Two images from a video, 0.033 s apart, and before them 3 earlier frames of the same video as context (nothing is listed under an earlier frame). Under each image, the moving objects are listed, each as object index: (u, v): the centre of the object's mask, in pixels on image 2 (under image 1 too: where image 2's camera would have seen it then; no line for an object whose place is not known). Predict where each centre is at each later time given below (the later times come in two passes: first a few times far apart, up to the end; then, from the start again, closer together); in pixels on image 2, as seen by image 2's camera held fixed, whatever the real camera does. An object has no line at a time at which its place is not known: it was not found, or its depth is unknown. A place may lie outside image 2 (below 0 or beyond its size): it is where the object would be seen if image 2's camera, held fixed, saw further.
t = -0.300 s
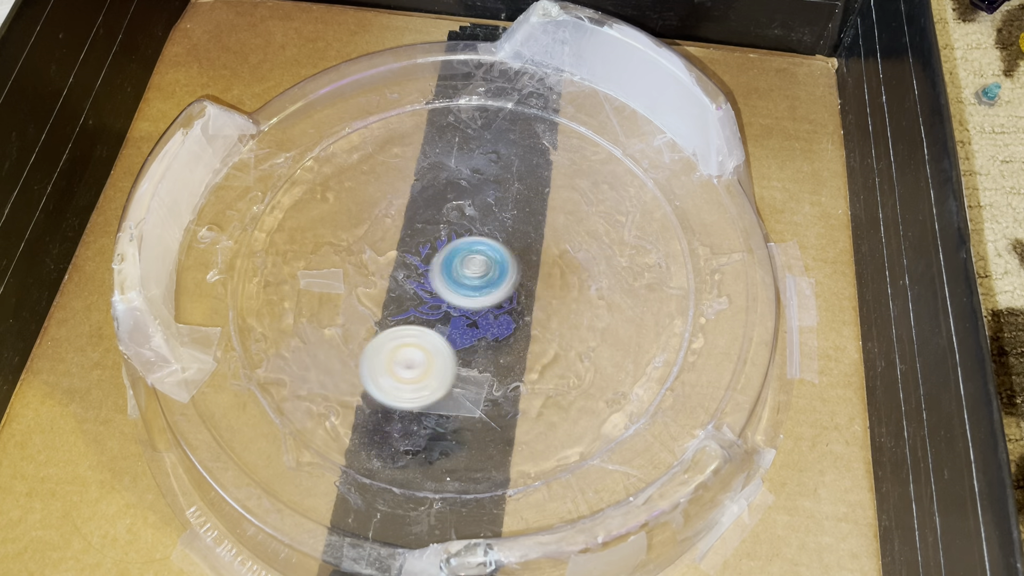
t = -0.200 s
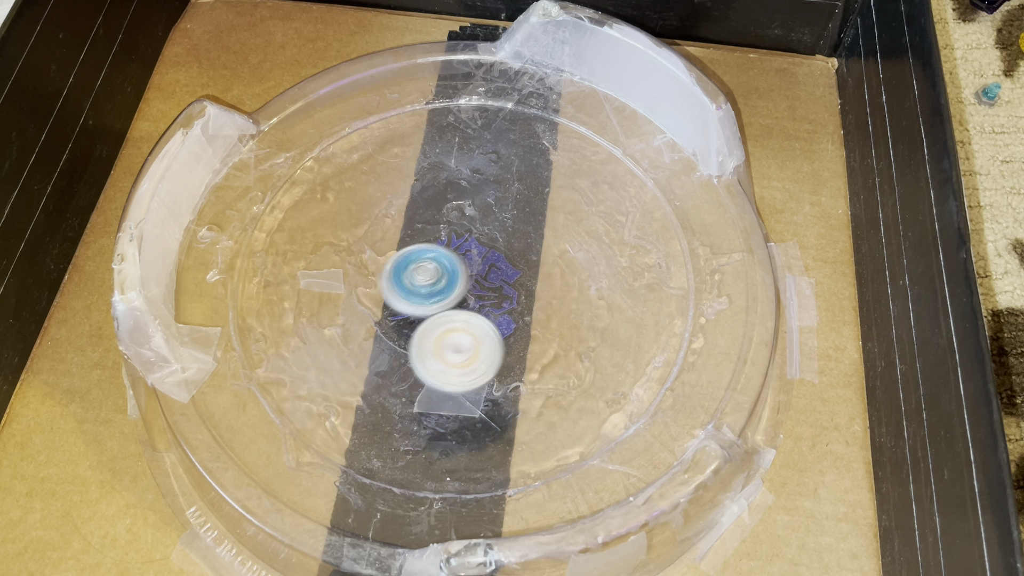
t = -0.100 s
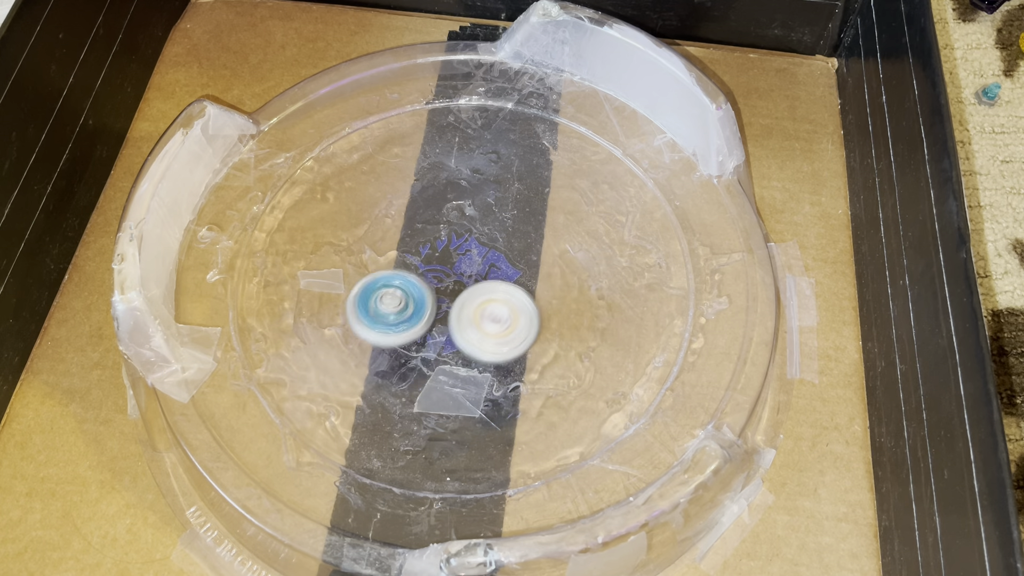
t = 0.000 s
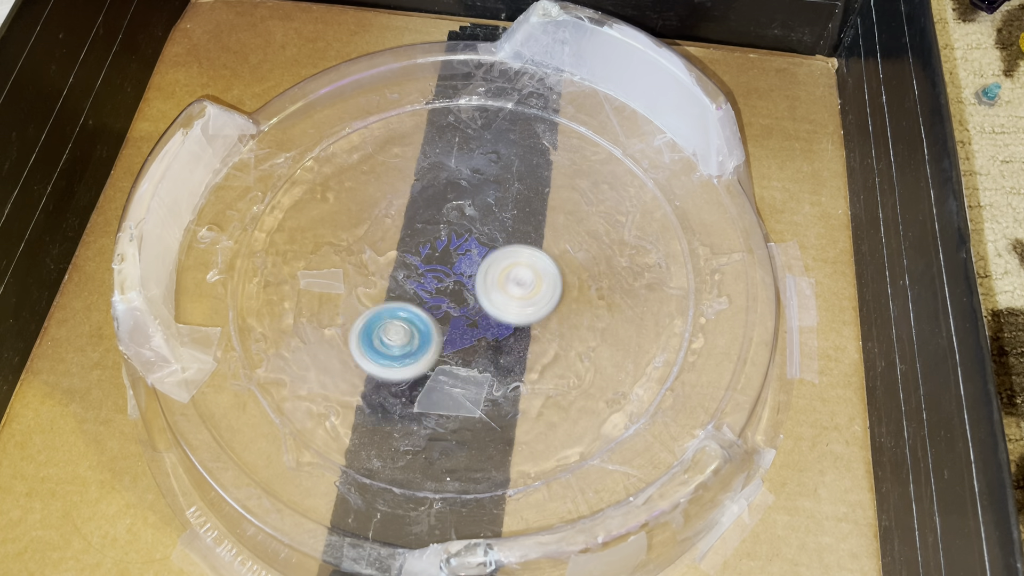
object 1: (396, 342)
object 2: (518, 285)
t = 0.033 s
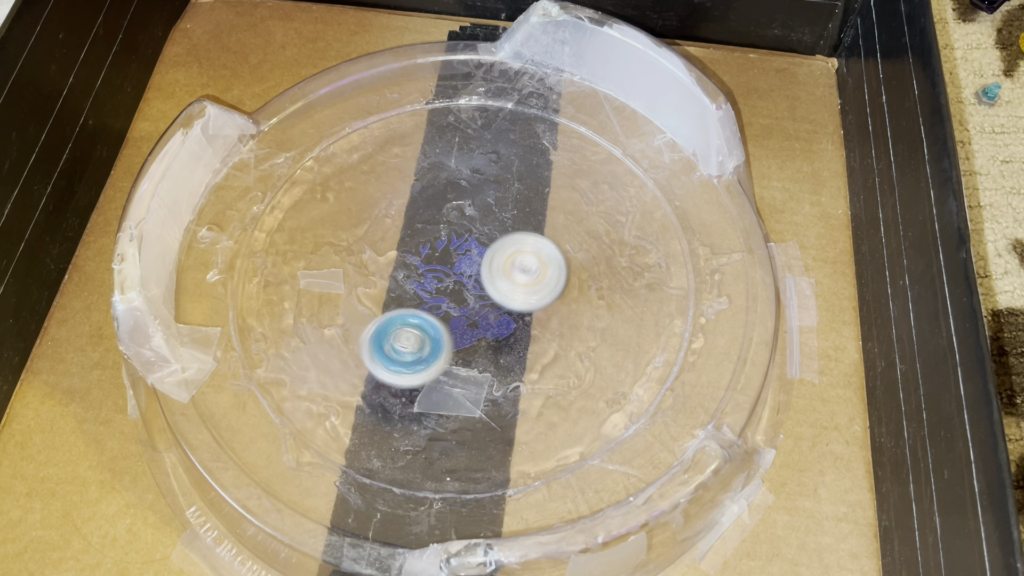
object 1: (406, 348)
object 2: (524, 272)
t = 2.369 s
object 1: (460, 173)
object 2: (554, 360)
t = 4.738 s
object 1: (378, 304)
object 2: (543, 334)
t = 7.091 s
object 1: (542, 238)
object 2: (461, 366)
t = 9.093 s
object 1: (474, 294)
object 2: (497, 364)
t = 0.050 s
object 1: (414, 350)
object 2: (526, 265)
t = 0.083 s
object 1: (428, 350)
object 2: (529, 252)
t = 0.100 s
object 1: (436, 348)
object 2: (529, 246)
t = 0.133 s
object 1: (450, 340)
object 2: (530, 233)
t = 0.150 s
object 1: (457, 335)
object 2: (530, 227)
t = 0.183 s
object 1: (467, 323)
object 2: (529, 215)
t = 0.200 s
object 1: (470, 316)
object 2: (528, 209)
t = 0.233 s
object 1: (474, 302)
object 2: (525, 198)
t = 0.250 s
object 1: (475, 294)
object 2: (523, 193)
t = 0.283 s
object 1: (475, 280)
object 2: (518, 183)
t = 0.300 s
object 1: (473, 272)
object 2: (515, 179)
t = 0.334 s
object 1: (467, 258)
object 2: (508, 171)
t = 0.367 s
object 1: (459, 246)
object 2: (500, 165)
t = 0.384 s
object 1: (454, 240)
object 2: (495, 162)
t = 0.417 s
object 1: (444, 230)
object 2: (485, 159)
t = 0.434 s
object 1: (438, 226)
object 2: (480, 158)
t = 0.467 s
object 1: (425, 221)
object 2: (470, 157)
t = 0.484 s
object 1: (417, 219)
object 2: (465, 158)
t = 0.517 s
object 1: (403, 218)
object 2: (455, 160)
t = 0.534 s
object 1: (397, 219)
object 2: (450, 163)
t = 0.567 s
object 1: (384, 225)
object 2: (441, 168)
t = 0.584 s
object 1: (380, 229)
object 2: (436, 172)
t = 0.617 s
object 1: (373, 239)
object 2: (429, 180)
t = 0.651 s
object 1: (372, 251)
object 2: (422, 190)
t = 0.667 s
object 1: (373, 258)
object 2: (420, 195)
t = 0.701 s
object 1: (380, 270)
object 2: (418, 203)
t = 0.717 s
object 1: (385, 274)
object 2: (421, 204)
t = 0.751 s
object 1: (398, 282)
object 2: (429, 210)
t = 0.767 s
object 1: (404, 284)
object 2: (433, 213)
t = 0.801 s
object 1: (420, 288)
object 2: (444, 215)
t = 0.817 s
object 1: (426, 288)
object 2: (453, 215)
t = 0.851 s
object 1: (439, 283)
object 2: (473, 211)
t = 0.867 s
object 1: (444, 280)
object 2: (482, 209)
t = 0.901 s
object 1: (453, 272)
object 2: (499, 209)
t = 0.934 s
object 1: (459, 262)
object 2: (512, 207)
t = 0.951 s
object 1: (461, 255)
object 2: (518, 206)
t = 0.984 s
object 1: (463, 242)
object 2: (529, 203)
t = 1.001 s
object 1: (464, 236)
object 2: (533, 200)
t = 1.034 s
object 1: (465, 224)
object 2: (542, 196)
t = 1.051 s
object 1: (464, 218)
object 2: (546, 193)
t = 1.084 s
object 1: (461, 208)
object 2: (554, 188)
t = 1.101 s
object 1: (458, 203)
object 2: (558, 186)
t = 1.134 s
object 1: (451, 196)
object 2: (565, 182)
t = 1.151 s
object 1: (447, 194)
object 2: (568, 180)
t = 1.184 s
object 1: (438, 192)
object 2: (574, 178)
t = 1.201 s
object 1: (434, 193)
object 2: (576, 177)
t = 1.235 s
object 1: (426, 198)
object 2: (580, 175)
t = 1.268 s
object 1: (421, 206)
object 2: (584, 175)
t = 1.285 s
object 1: (420, 211)
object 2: (585, 175)
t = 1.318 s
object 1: (420, 223)
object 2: (588, 176)
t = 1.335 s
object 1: (422, 229)
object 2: (588, 176)
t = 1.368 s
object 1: (428, 241)
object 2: (589, 179)
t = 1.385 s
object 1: (432, 246)
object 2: (589, 180)
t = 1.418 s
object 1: (441, 256)
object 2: (589, 184)
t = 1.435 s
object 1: (446, 261)
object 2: (588, 187)
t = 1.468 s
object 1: (459, 269)
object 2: (585, 193)
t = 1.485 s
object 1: (465, 273)
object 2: (583, 197)
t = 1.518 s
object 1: (478, 279)
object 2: (578, 205)
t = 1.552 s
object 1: (493, 282)
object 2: (573, 214)
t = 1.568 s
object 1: (499, 283)
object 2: (570, 219)
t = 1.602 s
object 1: (511, 285)
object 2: (567, 225)
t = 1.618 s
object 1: (517, 284)
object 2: (570, 226)
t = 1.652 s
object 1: (526, 282)
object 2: (579, 228)
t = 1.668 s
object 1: (532, 281)
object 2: (583, 228)
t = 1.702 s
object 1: (542, 281)
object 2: (597, 235)
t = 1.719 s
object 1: (542, 269)
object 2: (609, 239)
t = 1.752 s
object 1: (550, 242)
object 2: (634, 252)
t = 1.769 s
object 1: (551, 230)
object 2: (645, 261)
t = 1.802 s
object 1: (553, 209)
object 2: (660, 269)
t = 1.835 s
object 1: (553, 193)
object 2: (670, 283)
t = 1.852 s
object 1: (553, 185)
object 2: (673, 286)
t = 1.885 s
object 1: (552, 170)
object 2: (675, 292)
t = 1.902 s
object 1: (552, 163)
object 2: (674, 294)
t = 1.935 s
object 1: (550, 149)
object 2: (669, 297)
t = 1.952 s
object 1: (549, 143)
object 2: (666, 298)
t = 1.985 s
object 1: (546, 131)
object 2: (660, 301)
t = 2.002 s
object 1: (545, 126)
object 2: (656, 302)
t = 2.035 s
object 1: (541, 116)
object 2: (650, 306)
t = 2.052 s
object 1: (539, 112)
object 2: (646, 308)
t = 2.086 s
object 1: (534, 105)
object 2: (639, 312)
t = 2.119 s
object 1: (526, 102)
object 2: (631, 317)
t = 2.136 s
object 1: (521, 102)
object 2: (627, 319)
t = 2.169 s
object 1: (512, 104)
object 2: (619, 325)
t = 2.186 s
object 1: (507, 108)
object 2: (614, 328)
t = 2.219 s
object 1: (497, 116)
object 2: (605, 334)
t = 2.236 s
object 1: (493, 121)
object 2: (600, 337)
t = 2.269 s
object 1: (484, 133)
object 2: (590, 343)
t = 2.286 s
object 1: (480, 139)
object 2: (585, 346)
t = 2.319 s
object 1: (471, 152)
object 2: (573, 352)
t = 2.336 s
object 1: (468, 159)
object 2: (567, 354)
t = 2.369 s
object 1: (460, 173)
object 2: (554, 360)
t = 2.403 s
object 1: (454, 188)
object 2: (541, 364)
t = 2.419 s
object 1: (451, 196)
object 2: (534, 366)
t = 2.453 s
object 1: (445, 211)
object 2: (520, 369)
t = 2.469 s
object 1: (442, 218)
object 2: (514, 371)
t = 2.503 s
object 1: (436, 233)
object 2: (499, 374)
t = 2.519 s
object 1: (433, 241)
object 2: (492, 375)
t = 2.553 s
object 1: (427, 257)
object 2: (477, 377)
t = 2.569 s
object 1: (423, 265)
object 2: (471, 378)
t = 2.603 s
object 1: (417, 279)
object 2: (456, 378)
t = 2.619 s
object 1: (414, 287)
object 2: (449, 378)
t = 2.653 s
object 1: (407, 302)
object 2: (434, 376)
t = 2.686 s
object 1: (400, 308)
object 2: (423, 385)
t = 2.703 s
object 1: (395, 302)
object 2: (418, 396)
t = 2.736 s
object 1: (387, 298)
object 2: (410, 418)
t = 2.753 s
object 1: (382, 298)
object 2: (405, 426)
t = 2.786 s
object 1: (372, 299)
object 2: (394, 436)
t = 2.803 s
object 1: (366, 300)
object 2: (388, 438)
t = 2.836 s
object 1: (355, 300)
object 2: (380, 434)
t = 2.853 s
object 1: (350, 301)
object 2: (377, 430)
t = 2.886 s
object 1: (340, 302)
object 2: (370, 421)
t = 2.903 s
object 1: (335, 303)
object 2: (367, 416)
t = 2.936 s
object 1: (329, 306)
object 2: (361, 407)
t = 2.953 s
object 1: (328, 308)
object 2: (357, 403)
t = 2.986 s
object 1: (328, 310)
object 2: (351, 392)
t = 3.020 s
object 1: (333, 310)
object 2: (346, 381)
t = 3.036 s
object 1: (337, 309)
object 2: (344, 375)
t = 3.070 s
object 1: (350, 305)
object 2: (339, 365)
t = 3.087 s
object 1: (358, 306)
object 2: (336, 364)
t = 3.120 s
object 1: (373, 307)
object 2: (334, 363)
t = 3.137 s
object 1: (380, 306)
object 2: (335, 359)
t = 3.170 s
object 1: (394, 304)
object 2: (336, 350)
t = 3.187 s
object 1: (401, 303)
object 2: (337, 344)
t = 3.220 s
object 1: (414, 301)
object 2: (339, 334)
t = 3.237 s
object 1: (421, 299)
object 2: (341, 329)
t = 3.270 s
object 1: (433, 296)
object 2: (343, 318)
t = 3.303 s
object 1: (448, 292)
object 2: (347, 307)
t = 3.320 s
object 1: (455, 290)
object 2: (348, 301)
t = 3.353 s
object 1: (469, 286)
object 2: (352, 290)
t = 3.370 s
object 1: (476, 284)
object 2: (354, 285)
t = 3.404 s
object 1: (490, 280)
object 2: (358, 274)
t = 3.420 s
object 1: (497, 278)
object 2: (360, 269)
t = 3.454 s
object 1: (509, 275)
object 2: (364, 259)
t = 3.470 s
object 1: (516, 273)
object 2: (367, 254)
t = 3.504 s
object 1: (528, 269)
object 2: (372, 244)
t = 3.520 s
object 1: (534, 267)
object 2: (375, 239)
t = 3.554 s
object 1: (546, 264)
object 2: (380, 229)
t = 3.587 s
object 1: (557, 260)
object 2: (387, 220)
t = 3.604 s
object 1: (562, 259)
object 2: (390, 215)
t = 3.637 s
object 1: (572, 255)
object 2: (398, 208)
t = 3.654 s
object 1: (576, 253)
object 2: (401, 203)
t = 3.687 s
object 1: (584, 249)
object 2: (410, 196)
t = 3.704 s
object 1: (588, 246)
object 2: (413, 193)
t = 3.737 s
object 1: (591, 241)
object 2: (422, 187)
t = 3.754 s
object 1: (591, 238)
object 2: (427, 184)
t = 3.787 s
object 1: (588, 234)
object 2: (436, 178)
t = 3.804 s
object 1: (584, 233)
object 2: (441, 176)
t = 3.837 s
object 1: (575, 232)
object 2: (450, 172)
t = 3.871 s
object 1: (565, 235)
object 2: (460, 169)
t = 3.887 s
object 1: (559, 236)
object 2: (465, 168)
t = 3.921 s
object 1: (549, 240)
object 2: (475, 166)
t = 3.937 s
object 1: (543, 242)
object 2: (480, 165)
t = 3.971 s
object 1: (532, 246)
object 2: (490, 165)
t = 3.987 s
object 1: (527, 249)
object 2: (495, 165)
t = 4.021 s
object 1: (515, 254)
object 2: (505, 166)
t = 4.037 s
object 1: (509, 256)
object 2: (510, 167)
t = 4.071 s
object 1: (497, 261)
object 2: (519, 170)
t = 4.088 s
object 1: (491, 264)
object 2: (524, 171)
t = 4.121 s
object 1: (478, 268)
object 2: (532, 176)
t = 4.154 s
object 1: (466, 272)
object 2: (540, 181)
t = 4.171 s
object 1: (459, 275)
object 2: (544, 184)
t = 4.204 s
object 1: (446, 278)
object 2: (551, 190)
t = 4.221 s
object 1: (439, 280)
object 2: (555, 193)
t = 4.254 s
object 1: (427, 283)
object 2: (561, 200)
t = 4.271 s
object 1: (420, 285)
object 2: (563, 204)
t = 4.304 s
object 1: (409, 287)
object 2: (568, 212)
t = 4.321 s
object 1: (402, 289)
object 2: (571, 216)
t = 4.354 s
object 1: (391, 290)
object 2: (574, 225)
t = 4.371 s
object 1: (385, 291)
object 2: (576, 230)
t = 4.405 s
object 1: (374, 293)
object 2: (578, 239)
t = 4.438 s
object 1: (364, 295)
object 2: (579, 249)
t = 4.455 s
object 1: (359, 296)
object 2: (579, 254)
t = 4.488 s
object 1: (350, 297)
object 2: (579, 263)
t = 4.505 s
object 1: (346, 299)
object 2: (578, 268)
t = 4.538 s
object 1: (341, 302)
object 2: (576, 278)
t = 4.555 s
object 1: (340, 303)
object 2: (575, 283)
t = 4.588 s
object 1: (340, 307)
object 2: (571, 293)
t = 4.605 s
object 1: (342, 308)
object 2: (569, 298)
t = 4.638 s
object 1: (348, 309)
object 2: (564, 308)
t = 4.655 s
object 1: (352, 310)
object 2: (561, 312)
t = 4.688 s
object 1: (363, 309)
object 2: (555, 321)
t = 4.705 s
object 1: (367, 308)
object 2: (551, 326)
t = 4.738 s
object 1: (378, 304)
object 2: (543, 334)
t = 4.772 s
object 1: (388, 301)
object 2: (534, 341)
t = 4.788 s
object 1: (394, 299)
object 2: (529, 345)
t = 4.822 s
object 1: (404, 295)
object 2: (519, 351)
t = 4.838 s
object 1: (410, 293)
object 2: (514, 354)
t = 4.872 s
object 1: (421, 288)
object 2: (503, 359)
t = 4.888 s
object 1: (426, 286)
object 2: (497, 361)
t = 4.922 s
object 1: (437, 281)
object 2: (485, 365)
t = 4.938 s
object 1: (443, 279)
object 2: (479, 366)
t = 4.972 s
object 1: (455, 274)
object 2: (466, 367)
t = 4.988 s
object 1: (460, 273)
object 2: (460, 367)
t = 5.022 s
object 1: (471, 268)
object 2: (448, 367)
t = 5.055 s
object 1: (482, 264)
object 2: (436, 366)
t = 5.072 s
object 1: (488, 262)
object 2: (430, 365)
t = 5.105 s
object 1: (498, 259)
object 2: (418, 362)
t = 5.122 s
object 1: (503, 257)
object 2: (413, 360)
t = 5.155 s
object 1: (513, 254)
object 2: (402, 356)
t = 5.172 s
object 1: (518, 253)
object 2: (397, 353)
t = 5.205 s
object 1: (528, 250)
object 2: (387, 348)
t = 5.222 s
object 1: (532, 249)
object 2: (382, 344)
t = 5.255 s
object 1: (541, 246)
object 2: (374, 337)
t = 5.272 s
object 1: (545, 245)
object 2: (370, 333)
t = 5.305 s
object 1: (554, 242)
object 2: (363, 325)
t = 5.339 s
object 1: (560, 240)
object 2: (357, 316)
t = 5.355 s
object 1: (562, 238)
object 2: (354, 312)
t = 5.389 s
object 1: (564, 236)
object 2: (350, 302)
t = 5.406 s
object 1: (564, 235)
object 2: (348, 297)
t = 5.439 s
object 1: (564, 235)
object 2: (345, 287)
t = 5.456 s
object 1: (563, 235)
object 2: (344, 282)
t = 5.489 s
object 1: (558, 237)
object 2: (344, 272)
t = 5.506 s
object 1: (555, 238)
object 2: (344, 267)
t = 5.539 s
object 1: (548, 241)
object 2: (345, 257)
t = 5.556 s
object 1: (543, 243)
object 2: (346, 252)
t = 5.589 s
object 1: (535, 248)
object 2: (348, 243)
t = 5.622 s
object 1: (526, 253)
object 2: (352, 234)
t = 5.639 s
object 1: (522, 256)
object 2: (354, 229)
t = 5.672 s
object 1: (513, 261)
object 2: (359, 220)
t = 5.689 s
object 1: (509, 264)
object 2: (362, 216)
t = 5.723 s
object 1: (499, 269)
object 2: (368, 209)
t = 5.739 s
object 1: (495, 272)
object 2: (371, 205)
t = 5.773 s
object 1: (485, 276)
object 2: (378, 198)
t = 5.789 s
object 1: (480, 278)
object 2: (382, 195)
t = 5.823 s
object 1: (470, 283)
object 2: (391, 189)
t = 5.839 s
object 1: (464, 285)
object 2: (395, 186)
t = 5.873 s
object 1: (454, 289)
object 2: (405, 181)
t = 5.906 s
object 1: (443, 292)
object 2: (415, 178)
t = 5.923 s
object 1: (437, 294)
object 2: (420, 176)
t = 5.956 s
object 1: (428, 297)
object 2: (430, 174)
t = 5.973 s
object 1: (422, 298)
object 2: (435, 173)
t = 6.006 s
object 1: (412, 300)
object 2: (446, 172)
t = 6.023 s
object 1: (408, 301)
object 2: (452, 171)
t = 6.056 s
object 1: (398, 303)
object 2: (463, 172)
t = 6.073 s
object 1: (394, 304)
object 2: (468, 172)
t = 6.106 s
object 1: (384, 305)
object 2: (479, 173)
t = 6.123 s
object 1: (381, 306)
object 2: (484, 174)
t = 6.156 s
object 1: (373, 307)
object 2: (495, 177)
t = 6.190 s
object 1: (368, 309)
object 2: (506, 180)
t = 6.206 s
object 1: (365, 310)
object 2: (510, 182)
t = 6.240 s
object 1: (365, 311)
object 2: (520, 187)
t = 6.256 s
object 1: (365, 312)
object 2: (525, 189)
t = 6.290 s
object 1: (368, 312)
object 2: (534, 195)
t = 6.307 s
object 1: (371, 312)
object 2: (538, 198)
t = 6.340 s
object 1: (377, 311)
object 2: (546, 204)
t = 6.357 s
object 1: (381, 309)
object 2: (550, 208)
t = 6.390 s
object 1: (389, 305)
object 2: (557, 216)
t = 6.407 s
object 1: (393, 303)
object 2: (560, 220)
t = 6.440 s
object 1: (402, 298)
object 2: (565, 228)
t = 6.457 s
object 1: (406, 296)
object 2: (568, 232)
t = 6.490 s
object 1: (414, 291)
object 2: (572, 241)
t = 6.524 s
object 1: (422, 286)
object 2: (575, 250)
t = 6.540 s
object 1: (426, 283)
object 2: (576, 255)
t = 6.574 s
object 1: (434, 279)
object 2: (577, 265)
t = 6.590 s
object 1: (439, 276)
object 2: (578, 270)
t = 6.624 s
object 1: (448, 271)
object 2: (578, 279)
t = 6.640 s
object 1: (452, 269)
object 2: (577, 284)
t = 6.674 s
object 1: (461, 265)
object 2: (575, 294)
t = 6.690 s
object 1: (466, 263)
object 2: (573, 299)
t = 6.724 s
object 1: (474, 259)
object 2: (569, 308)
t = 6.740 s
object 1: (479, 257)
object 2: (567, 313)
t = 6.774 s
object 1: (488, 254)
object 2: (561, 322)
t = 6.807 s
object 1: (497, 251)
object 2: (555, 331)
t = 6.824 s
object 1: (501, 249)
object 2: (551, 335)
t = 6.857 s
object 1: (509, 247)
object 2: (542, 342)
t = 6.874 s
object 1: (513, 246)
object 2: (537, 346)
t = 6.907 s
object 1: (521, 244)
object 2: (528, 352)
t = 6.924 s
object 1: (525, 243)
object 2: (522, 355)
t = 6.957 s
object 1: (531, 241)
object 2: (511, 360)
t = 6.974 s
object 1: (534, 240)
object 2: (505, 362)
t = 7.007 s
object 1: (539, 238)
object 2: (493, 364)
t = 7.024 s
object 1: (540, 238)
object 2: (487, 365)
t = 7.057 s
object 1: (542, 238)
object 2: (474, 366)
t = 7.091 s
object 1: (542, 238)
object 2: (461, 366)
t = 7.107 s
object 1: (542, 239)
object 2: (455, 366)
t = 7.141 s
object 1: (539, 241)
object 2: (443, 364)
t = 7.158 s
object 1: (538, 242)
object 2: (437, 362)
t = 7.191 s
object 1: (533, 245)
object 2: (425, 359)
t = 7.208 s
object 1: (530, 247)
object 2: (419, 357)
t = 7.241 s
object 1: (525, 252)
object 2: (408, 352)
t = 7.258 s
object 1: (522, 255)
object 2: (403, 349)
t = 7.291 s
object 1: (515, 260)
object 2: (393, 344)
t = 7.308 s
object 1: (512, 263)
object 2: (388, 340)
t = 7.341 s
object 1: (505, 269)
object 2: (379, 333)
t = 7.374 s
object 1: (498, 274)
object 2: (371, 324)
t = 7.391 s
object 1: (495, 277)
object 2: (367, 320)
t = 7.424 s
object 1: (488, 281)
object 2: (361, 311)
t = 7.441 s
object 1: (483, 284)
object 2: (359, 306)
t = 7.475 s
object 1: (475, 288)
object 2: (354, 296)
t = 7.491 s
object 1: (471, 291)
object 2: (352, 291)
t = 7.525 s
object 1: (463, 295)
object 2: (350, 281)
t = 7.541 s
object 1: (458, 296)
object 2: (349, 276)
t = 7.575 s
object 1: (450, 300)
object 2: (348, 266)
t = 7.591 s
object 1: (445, 301)
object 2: (348, 260)
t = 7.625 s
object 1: (437, 304)
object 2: (350, 250)
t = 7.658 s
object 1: (428, 306)
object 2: (351, 241)
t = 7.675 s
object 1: (424, 307)
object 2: (353, 236)
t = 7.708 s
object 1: (416, 309)
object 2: (356, 227)
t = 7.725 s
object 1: (412, 310)
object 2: (359, 222)
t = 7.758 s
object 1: (404, 312)
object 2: (364, 214)
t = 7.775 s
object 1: (401, 312)
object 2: (367, 210)
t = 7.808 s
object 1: (394, 314)
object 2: (373, 202)
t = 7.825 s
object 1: (392, 314)
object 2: (377, 199)
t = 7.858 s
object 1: (389, 315)
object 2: (385, 192)
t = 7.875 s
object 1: (388, 315)
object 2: (389, 189)
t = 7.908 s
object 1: (387, 315)
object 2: (398, 184)
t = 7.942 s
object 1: (388, 314)
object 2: (408, 181)
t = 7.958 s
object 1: (389, 314)
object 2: (413, 179)
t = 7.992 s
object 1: (392, 312)
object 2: (423, 176)
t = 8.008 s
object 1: (395, 310)
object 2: (429, 175)
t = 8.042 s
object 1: (401, 306)
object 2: (439, 174)
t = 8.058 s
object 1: (403, 304)
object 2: (445, 173)
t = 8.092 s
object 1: (409, 300)
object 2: (456, 173)
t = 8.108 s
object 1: (412, 297)
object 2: (461, 173)
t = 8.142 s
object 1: (419, 293)
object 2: (472, 174)
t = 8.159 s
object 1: (422, 290)
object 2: (478, 175)
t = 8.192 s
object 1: (428, 285)
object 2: (489, 178)
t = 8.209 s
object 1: (432, 283)
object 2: (494, 179)
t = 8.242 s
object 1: (439, 278)
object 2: (505, 183)
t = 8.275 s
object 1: (446, 273)
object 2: (514, 187)
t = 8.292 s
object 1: (450, 271)
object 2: (519, 190)
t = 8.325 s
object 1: (457, 267)
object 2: (529, 195)
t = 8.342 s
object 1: (461, 265)
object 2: (533, 198)
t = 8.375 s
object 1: (468, 261)
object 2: (542, 205)
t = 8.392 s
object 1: (472, 259)
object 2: (546, 209)
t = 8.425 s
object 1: (478, 255)
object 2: (555, 216)
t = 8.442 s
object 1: (479, 255)
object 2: (563, 219)
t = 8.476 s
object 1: (484, 252)
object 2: (573, 226)
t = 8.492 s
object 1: (487, 251)
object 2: (577, 230)
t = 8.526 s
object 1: (491, 249)
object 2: (584, 237)
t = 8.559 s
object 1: (495, 247)
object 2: (590, 245)
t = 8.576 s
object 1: (497, 247)
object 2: (592, 249)
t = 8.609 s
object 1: (499, 245)
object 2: (596, 257)
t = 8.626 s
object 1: (500, 245)
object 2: (597, 262)
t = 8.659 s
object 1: (502, 245)
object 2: (599, 271)
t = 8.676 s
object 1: (502, 245)
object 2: (599, 276)
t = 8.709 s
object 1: (503, 246)
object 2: (598, 285)
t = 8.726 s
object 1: (503, 246)
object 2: (597, 290)
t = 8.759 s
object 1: (502, 248)
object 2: (595, 300)
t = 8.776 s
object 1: (501, 249)
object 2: (593, 304)
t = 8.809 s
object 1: (499, 252)
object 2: (588, 313)
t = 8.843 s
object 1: (496, 255)
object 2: (582, 322)
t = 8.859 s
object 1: (495, 257)
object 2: (578, 326)
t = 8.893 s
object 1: (492, 262)
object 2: (569, 335)
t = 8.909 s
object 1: (490, 264)
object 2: (564, 338)
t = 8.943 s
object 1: (487, 270)
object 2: (554, 345)
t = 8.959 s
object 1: (485, 272)
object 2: (548, 348)
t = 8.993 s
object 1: (482, 277)
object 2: (536, 354)
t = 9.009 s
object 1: (481, 281)
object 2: (530, 356)
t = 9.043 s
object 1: (478, 286)
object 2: (517, 360)
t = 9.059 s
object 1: (476, 289)
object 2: (511, 361)
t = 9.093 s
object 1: (474, 294)
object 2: (497, 364)
